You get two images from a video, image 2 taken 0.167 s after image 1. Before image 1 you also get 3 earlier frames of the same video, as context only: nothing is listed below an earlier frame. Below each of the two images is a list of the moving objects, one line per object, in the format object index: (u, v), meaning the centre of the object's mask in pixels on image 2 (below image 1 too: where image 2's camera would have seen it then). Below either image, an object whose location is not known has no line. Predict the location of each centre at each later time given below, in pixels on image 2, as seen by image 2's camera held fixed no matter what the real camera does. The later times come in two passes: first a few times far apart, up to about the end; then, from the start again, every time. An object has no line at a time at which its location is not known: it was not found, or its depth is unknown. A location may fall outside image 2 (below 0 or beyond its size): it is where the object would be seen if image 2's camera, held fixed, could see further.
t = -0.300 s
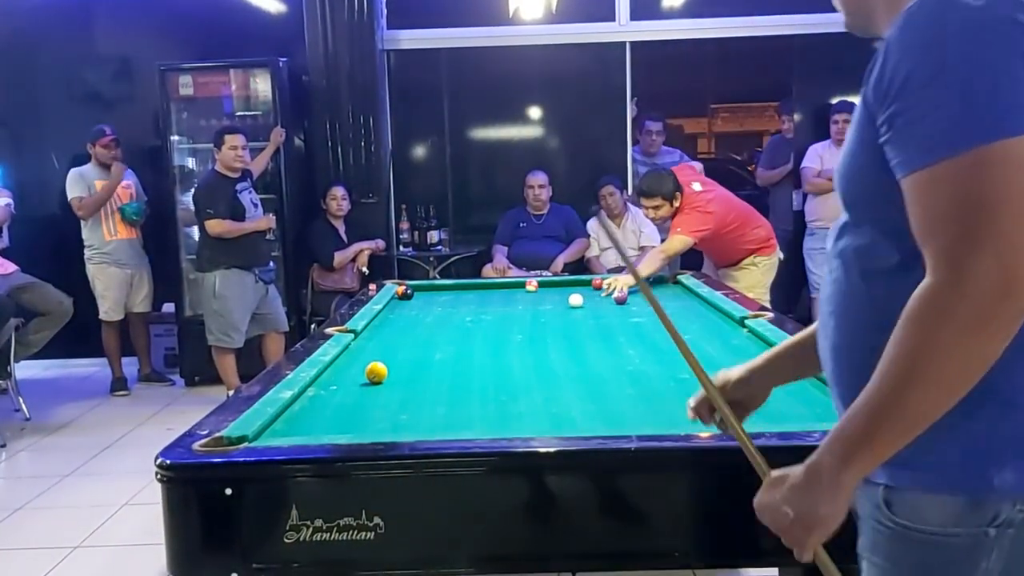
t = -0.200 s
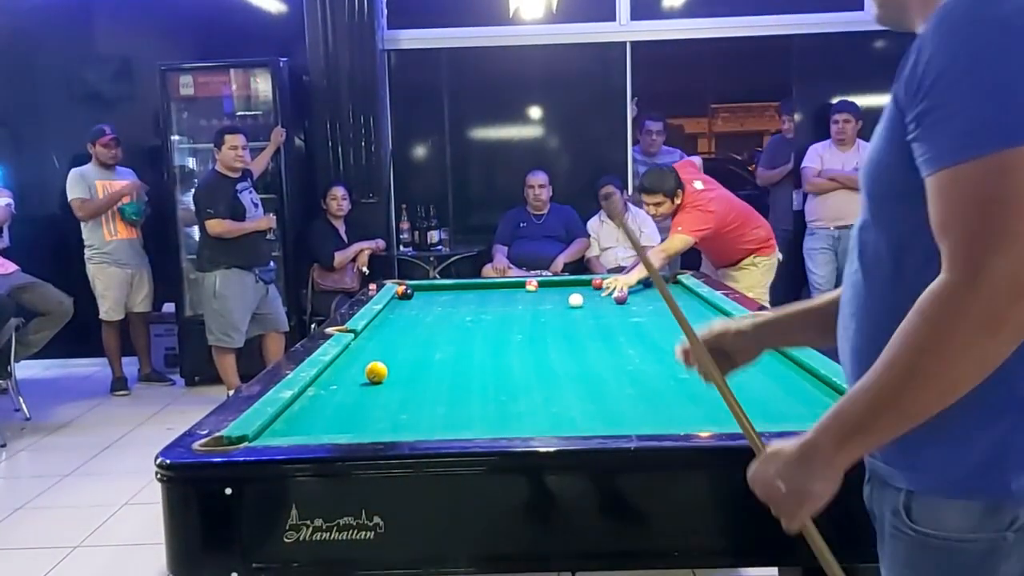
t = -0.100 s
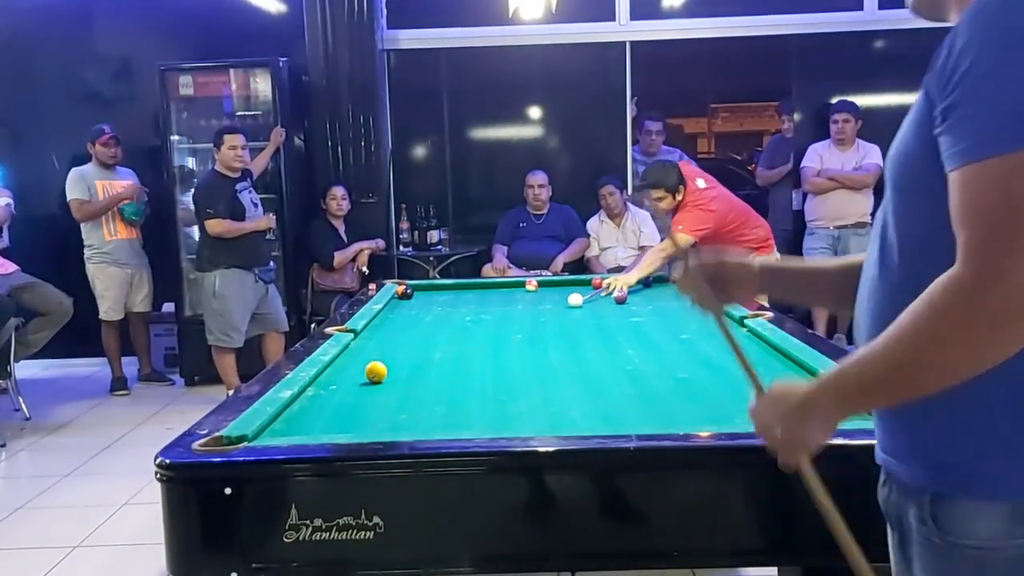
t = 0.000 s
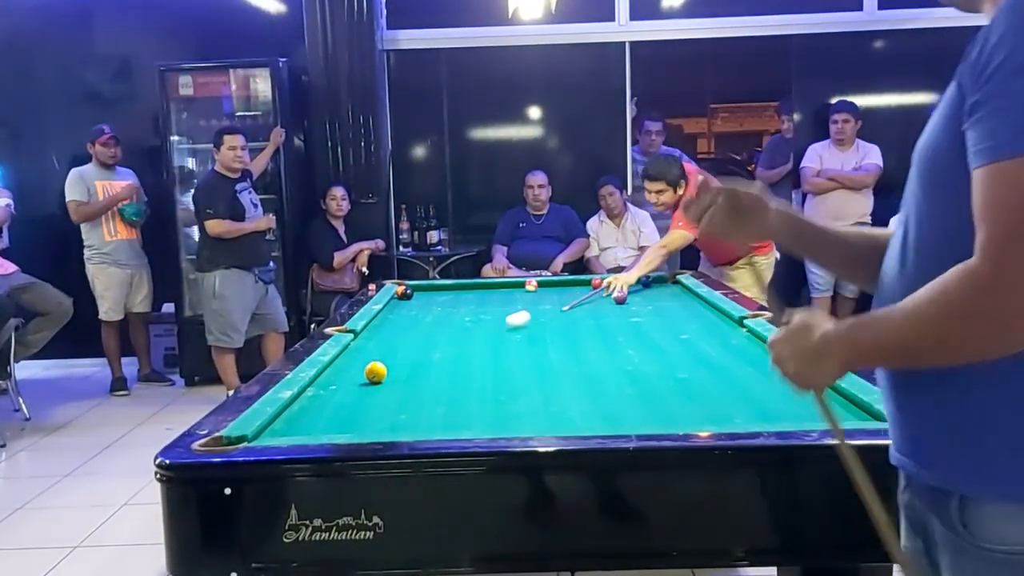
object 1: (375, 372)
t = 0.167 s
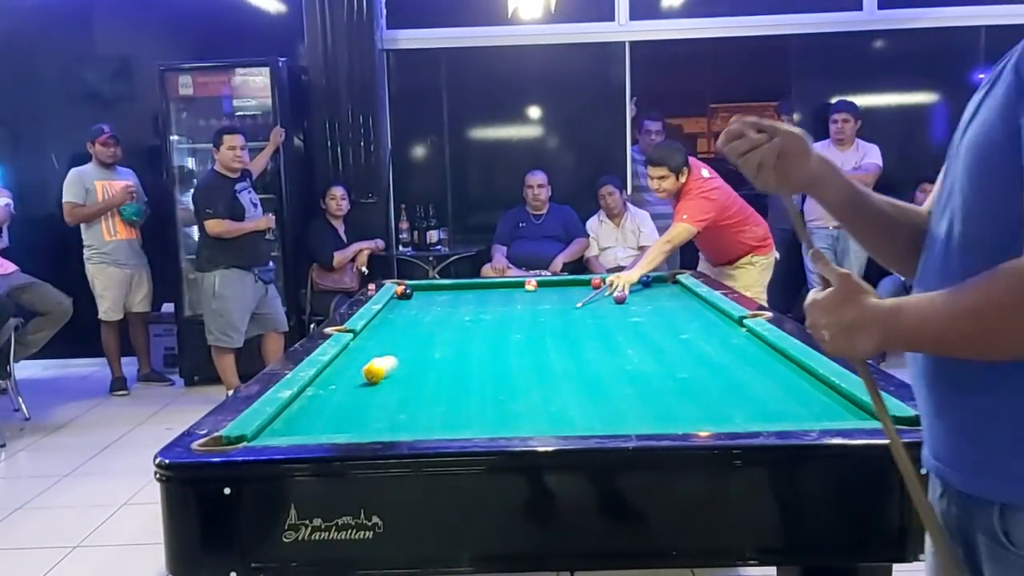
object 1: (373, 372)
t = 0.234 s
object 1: (338, 395)
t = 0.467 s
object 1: (360, 421)
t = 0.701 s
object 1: (513, 396)
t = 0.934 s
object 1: (638, 375)
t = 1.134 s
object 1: (731, 359)
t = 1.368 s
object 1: (730, 351)
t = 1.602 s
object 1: (662, 349)
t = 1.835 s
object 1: (602, 347)
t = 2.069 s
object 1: (546, 345)
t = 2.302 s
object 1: (496, 343)
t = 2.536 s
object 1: (450, 342)
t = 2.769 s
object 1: (407, 341)
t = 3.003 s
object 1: (368, 339)
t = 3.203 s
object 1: (377, 338)
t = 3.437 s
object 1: (404, 335)
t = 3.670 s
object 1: (426, 333)
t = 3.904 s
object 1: (446, 332)
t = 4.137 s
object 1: (464, 330)
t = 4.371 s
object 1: (478, 329)
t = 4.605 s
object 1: (490, 328)
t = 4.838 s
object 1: (499, 327)
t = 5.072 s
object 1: (506, 326)
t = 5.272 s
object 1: (510, 326)
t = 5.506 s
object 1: (513, 326)
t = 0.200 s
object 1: (358, 382)
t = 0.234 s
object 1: (338, 395)
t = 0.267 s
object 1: (316, 410)
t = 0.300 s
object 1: (292, 424)
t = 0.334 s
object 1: (265, 434)
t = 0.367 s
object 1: (272, 430)
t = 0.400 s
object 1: (304, 427)
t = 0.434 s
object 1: (334, 424)
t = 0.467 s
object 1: (360, 421)
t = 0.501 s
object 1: (385, 417)
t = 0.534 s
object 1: (409, 414)
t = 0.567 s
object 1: (430, 410)
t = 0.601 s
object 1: (452, 406)
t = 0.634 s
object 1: (473, 403)
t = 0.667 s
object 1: (493, 400)
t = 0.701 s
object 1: (513, 396)
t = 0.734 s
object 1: (532, 393)
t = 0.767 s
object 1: (551, 390)
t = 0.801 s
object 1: (570, 387)
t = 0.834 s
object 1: (588, 384)
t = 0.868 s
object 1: (605, 381)
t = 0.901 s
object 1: (622, 377)
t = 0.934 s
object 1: (638, 375)
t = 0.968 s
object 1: (654, 372)
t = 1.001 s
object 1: (671, 369)
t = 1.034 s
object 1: (686, 367)
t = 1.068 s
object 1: (701, 364)
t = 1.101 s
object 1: (716, 362)
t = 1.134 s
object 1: (731, 359)
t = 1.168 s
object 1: (745, 357)
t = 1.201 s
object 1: (759, 355)
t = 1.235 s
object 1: (772, 352)
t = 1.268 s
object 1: (764, 352)
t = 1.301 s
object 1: (751, 351)
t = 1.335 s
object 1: (740, 351)
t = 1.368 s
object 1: (730, 351)
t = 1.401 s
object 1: (720, 351)
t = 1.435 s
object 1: (710, 350)
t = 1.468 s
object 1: (700, 350)
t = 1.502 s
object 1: (691, 350)
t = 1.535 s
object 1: (681, 349)
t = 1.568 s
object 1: (672, 349)
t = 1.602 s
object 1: (662, 349)
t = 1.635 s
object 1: (653, 348)
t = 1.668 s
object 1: (644, 348)
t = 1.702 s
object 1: (636, 348)
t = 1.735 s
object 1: (626, 347)
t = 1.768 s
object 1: (618, 347)
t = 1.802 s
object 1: (610, 347)
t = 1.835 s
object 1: (602, 347)
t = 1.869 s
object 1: (593, 346)
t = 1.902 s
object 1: (585, 346)
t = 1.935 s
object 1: (577, 346)
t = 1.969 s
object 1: (569, 346)
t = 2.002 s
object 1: (562, 345)
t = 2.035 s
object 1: (554, 345)
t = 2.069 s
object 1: (546, 345)
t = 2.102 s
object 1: (539, 344)
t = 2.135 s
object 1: (531, 344)
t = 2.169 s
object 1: (524, 344)
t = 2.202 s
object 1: (517, 344)
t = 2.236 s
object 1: (510, 344)
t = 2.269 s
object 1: (503, 344)
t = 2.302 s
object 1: (496, 343)
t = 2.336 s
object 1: (489, 343)
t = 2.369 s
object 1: (482, 343)
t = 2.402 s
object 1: (475, 343)
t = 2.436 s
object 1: (468, 343)
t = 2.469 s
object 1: (462, 342)
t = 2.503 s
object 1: (456, 342)
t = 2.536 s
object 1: (450, 342)
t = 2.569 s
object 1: (443, 342)
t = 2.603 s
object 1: (437, 342)
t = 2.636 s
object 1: (430, 342)
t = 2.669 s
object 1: (424, 341)
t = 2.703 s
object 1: (418, 341)
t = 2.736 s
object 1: (413, 341)
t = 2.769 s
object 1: (407, 341)
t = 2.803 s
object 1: (401, 341)
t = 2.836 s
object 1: (395, 340)
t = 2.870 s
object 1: (390, 340)
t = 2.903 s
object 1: (384, 340)
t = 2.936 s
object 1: (379, 340)
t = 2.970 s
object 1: (373, 340)
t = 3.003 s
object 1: (368, 339)
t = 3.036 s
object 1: (362, 339)
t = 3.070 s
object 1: (361, 339)
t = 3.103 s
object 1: (365, 339)
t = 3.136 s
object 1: (369, 338)
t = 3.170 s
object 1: (373, 338)
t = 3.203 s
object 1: (377, 338)
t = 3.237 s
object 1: (381, 338)
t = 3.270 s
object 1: (385, 337)
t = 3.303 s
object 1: (389, 337)
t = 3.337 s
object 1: (393, 337)
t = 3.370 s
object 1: (396, 336)
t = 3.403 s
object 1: (400, 336)
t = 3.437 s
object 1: (404, 335)
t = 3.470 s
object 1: (407, 335)
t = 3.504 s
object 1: (410, 335)
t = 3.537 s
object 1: (414, 335)
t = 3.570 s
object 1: (417, 334)
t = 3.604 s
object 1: (420, 334)
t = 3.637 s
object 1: (423, 334)
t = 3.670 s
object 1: (426, 333)
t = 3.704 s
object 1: (430, 333)
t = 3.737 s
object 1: (432, 333)
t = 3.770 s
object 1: (436, 333)
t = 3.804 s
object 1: (438, 332)
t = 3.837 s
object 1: (441, 332)
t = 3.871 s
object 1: (444, 332)
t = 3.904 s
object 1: (446, 332)
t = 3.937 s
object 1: (449, 331)
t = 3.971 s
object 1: (452, 331)
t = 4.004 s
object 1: (454, 331)
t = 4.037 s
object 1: (457, 331)
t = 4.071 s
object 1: (459, 331)
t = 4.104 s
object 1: (462, 330)
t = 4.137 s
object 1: (464, 330)
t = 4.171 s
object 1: (466, 330)
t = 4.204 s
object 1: (468, 330)
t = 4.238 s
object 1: (470, 329)
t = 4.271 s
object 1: (472, 329)
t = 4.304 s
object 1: (474, 329)
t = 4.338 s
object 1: (476, 329)
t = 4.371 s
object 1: (478, 329)
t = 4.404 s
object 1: (480, 329)
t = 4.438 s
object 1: (482, 328)
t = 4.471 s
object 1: (483, 328)
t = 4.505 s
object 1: (485, 328)
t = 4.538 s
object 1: (487, 328)
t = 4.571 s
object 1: (488, 328)
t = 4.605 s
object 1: (490, 328)
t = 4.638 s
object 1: (491, 328)
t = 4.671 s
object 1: (493, 328)
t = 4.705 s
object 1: (494, 327)
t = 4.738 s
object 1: (496, 327)
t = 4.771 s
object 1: (497, 327)
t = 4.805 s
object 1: (498, 327)
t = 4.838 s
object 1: (499, 327)
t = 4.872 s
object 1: (500, 327)
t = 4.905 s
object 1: (501, 327)
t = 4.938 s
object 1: (502, 327)
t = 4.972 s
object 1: (503, 326)
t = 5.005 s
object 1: (504, 326)
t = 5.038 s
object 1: (505, 326)
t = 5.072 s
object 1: (506, 326)
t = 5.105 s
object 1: (507, 326)
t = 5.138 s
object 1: (508, 326)
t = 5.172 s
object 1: (509, 326)
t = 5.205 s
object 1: (509, 326)
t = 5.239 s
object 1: (510, 326)
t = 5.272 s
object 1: (510, 326)
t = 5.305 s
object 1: (511, 326)
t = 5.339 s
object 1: (511, 326)
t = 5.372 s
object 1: (511, 325)
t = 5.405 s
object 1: (512, 326)
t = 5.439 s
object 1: (512, 326)
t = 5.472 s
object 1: (512, 326)
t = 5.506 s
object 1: (513, 326)
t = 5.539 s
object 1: (513, 326)
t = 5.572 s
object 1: (513, 326)
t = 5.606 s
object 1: (513, 326)
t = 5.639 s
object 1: (512, 326)
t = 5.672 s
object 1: (512, 326)
